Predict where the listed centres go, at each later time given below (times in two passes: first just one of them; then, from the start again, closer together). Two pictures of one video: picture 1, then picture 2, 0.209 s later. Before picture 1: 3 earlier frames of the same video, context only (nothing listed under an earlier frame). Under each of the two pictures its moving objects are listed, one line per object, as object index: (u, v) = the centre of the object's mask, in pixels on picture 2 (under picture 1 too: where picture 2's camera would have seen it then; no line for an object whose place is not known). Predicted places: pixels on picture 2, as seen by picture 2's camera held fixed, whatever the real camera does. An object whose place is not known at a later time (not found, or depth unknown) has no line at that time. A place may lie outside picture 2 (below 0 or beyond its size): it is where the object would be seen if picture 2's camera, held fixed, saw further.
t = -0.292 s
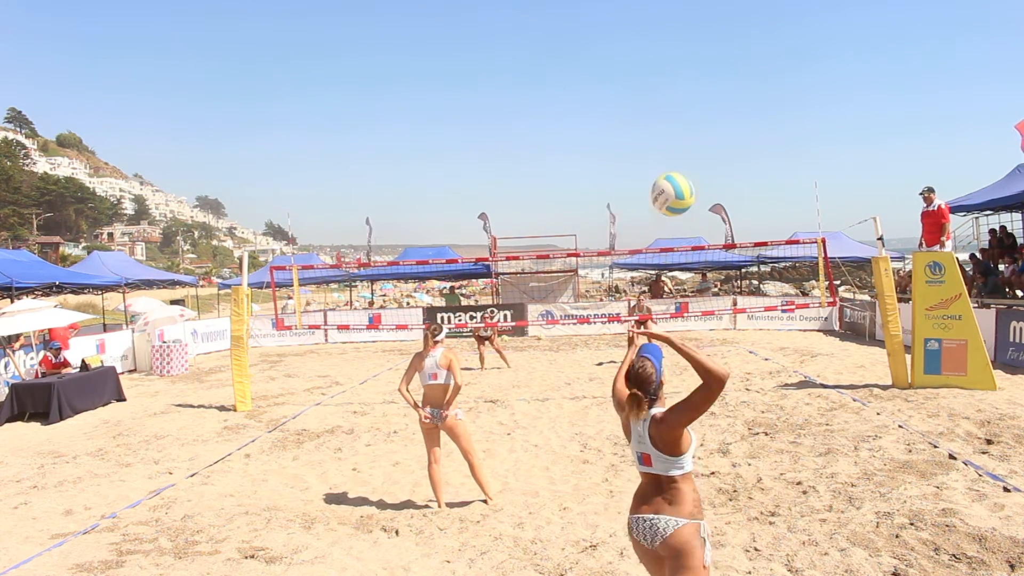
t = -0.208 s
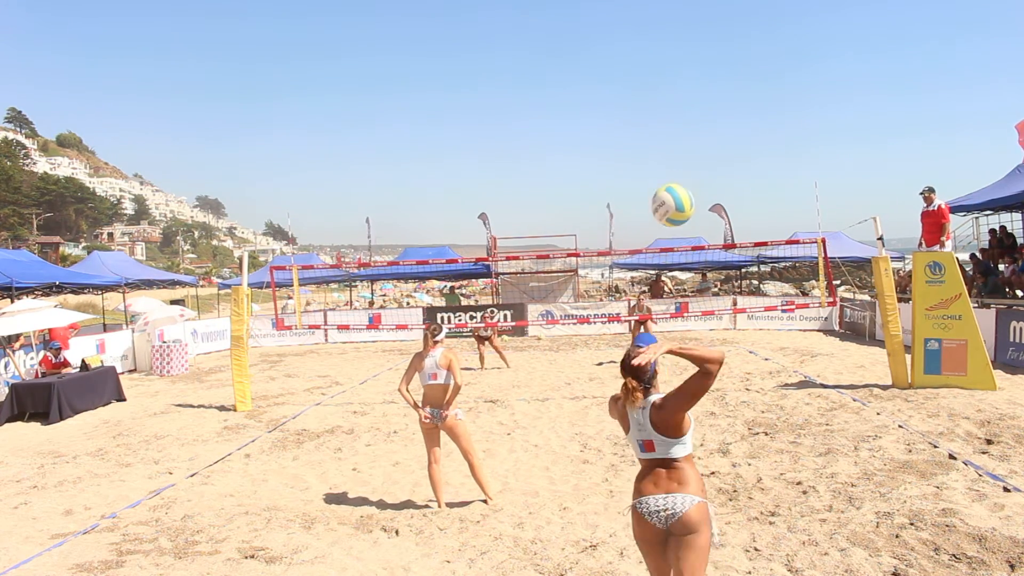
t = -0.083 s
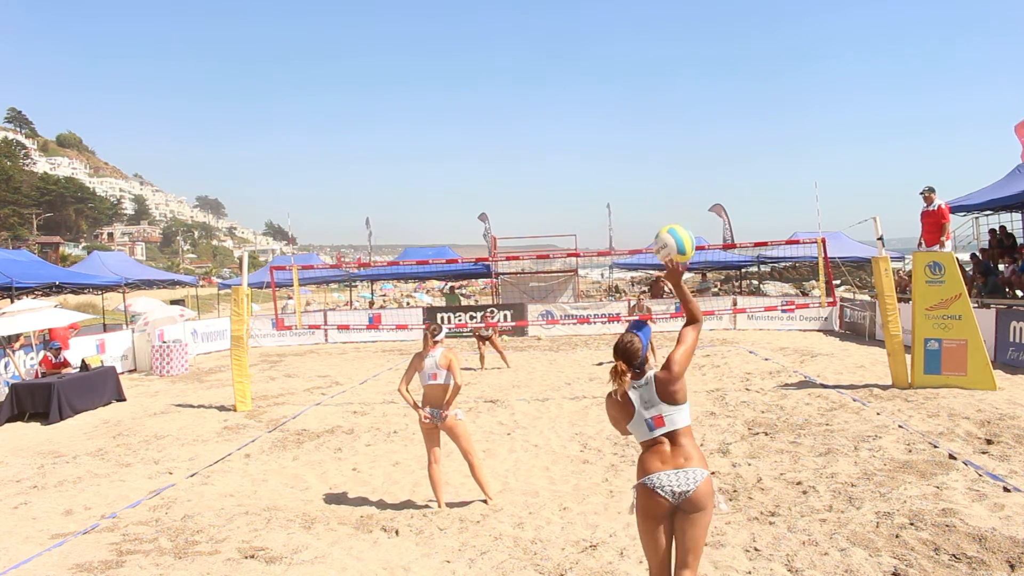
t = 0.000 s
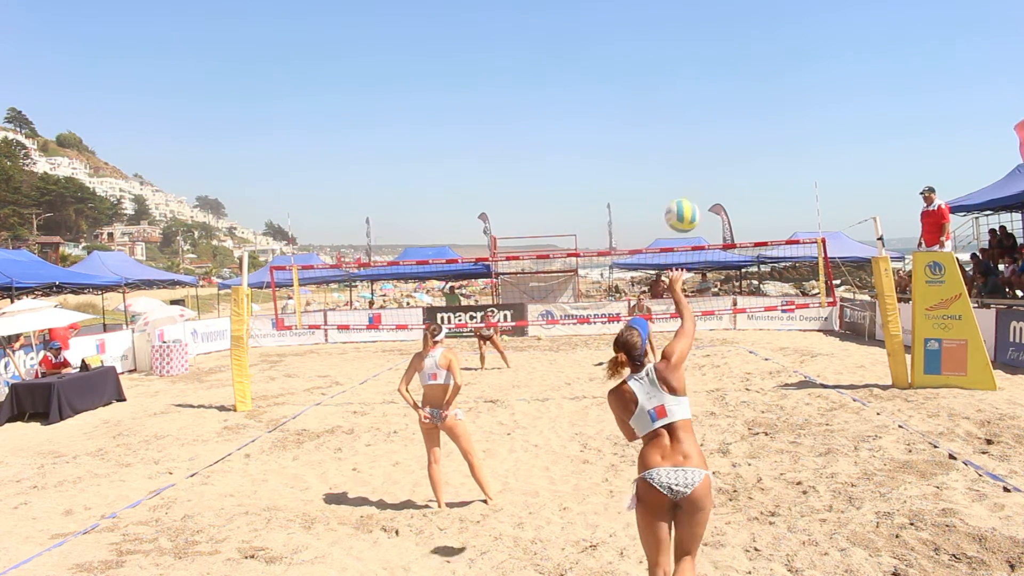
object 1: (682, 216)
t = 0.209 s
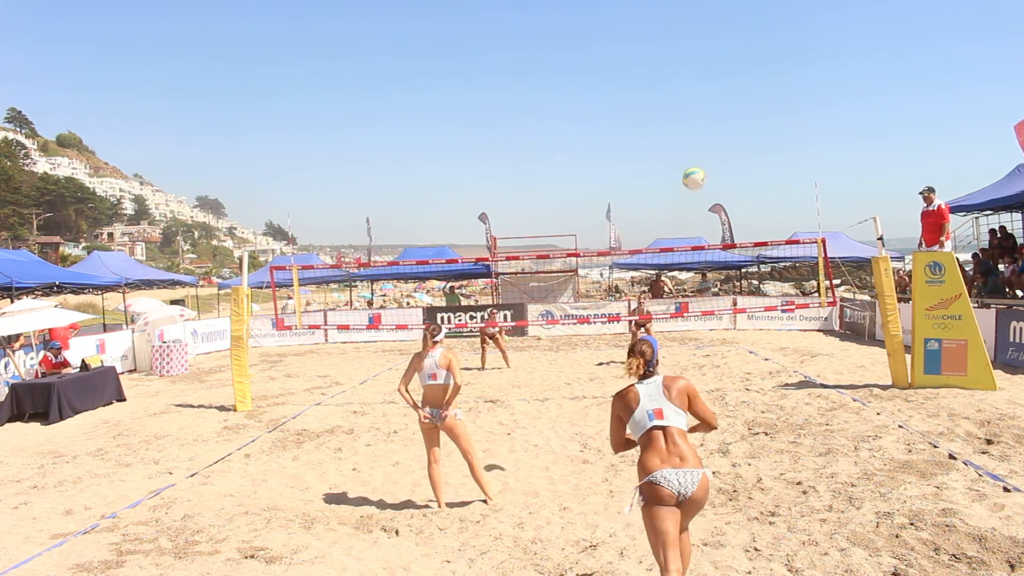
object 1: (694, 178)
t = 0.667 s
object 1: (702, 241)
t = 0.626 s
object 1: (701, 234)
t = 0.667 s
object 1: (702, 241)
